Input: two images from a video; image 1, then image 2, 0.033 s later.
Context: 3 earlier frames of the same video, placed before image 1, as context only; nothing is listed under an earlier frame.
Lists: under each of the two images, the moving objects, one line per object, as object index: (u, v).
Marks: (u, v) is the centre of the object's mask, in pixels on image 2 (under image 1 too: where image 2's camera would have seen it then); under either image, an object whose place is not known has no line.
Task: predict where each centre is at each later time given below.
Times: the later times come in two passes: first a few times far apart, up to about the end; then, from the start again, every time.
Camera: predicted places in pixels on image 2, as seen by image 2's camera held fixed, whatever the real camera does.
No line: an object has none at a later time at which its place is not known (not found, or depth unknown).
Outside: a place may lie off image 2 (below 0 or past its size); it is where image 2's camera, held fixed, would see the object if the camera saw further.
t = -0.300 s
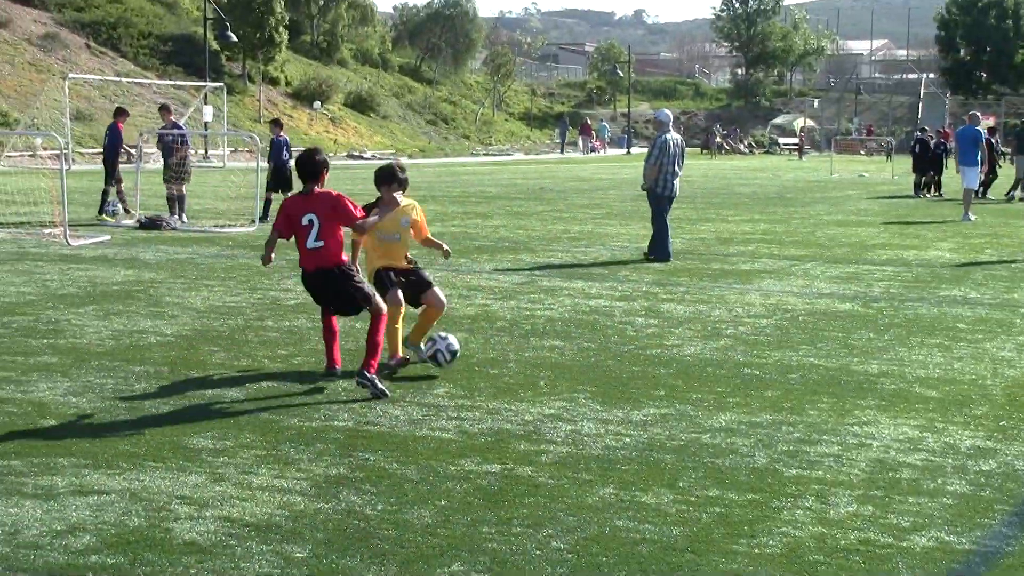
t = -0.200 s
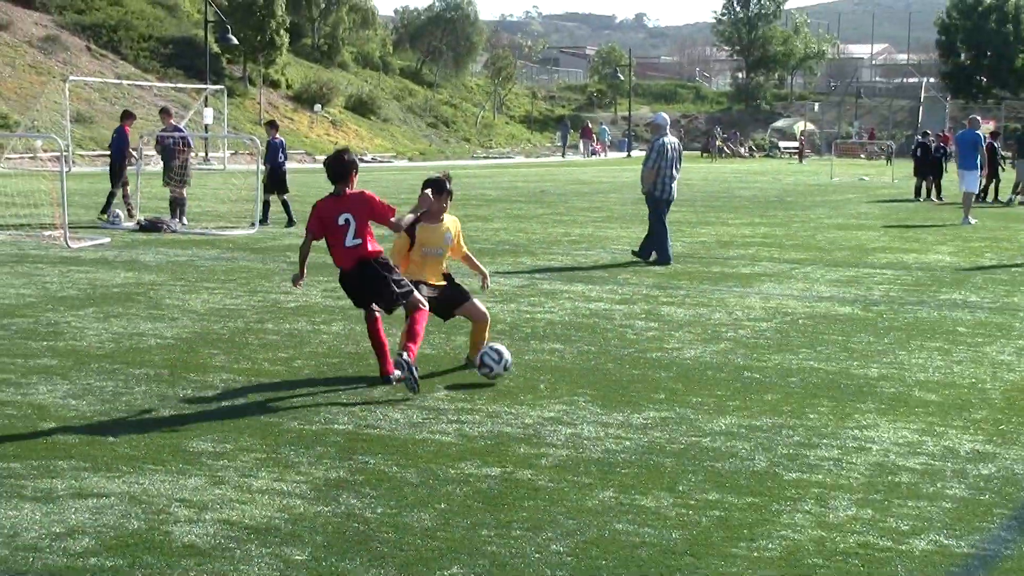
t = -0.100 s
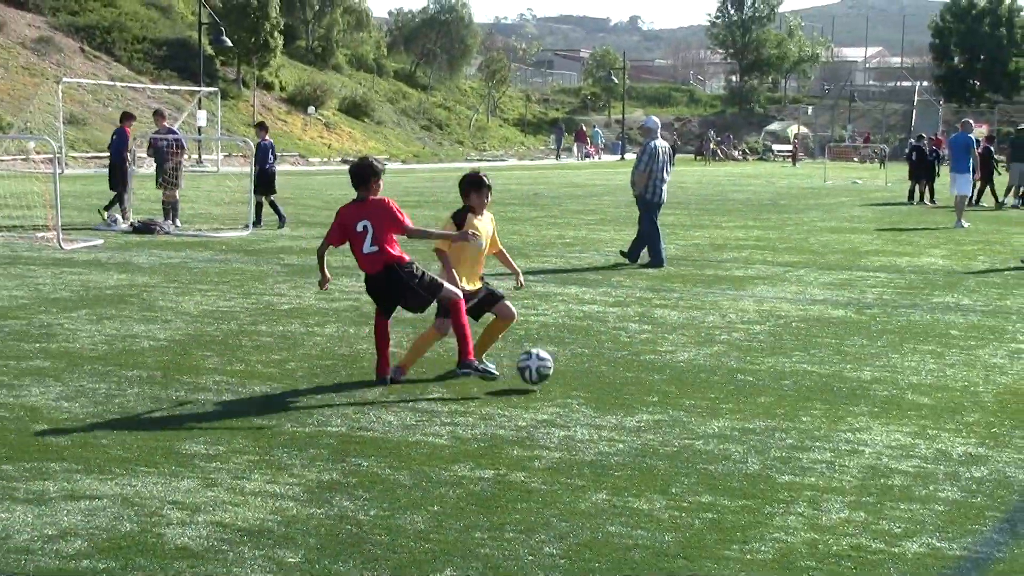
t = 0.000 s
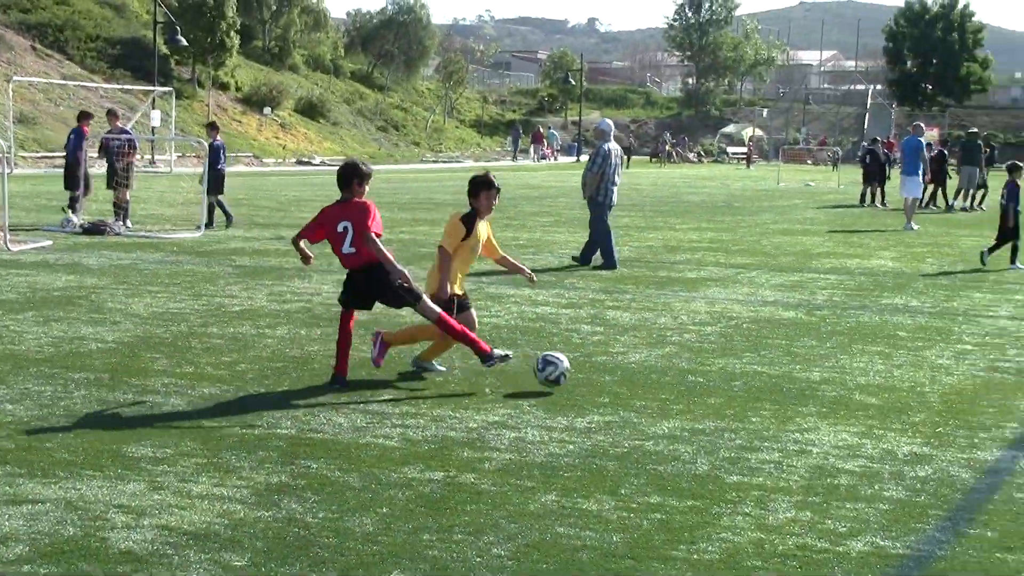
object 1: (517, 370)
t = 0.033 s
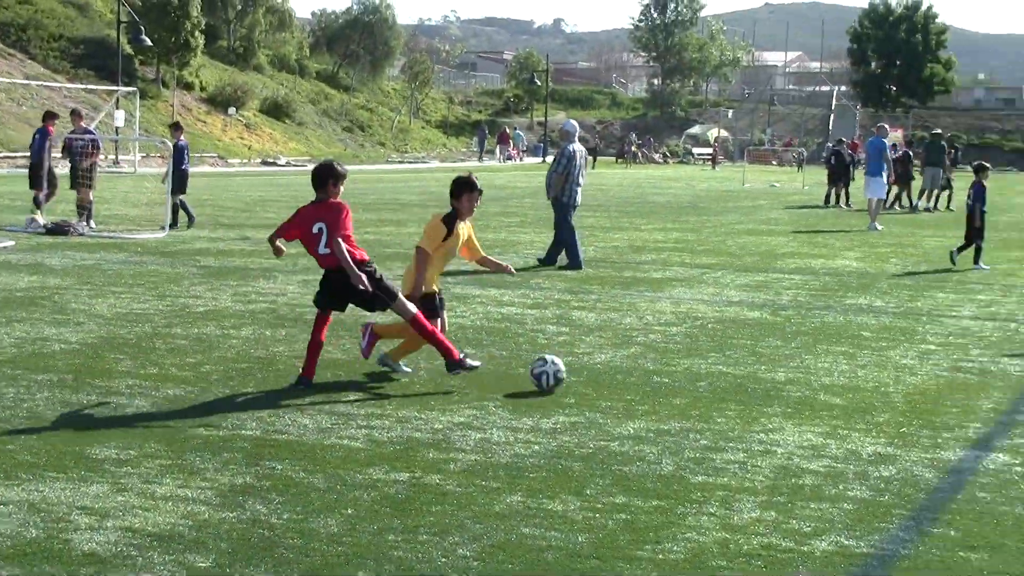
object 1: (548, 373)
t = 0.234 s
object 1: (695, 367)
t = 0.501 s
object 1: (840, 362)
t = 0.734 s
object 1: (961, 364)
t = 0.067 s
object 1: (576, 373)
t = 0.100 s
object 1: (600, 368)
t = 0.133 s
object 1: (624, 365)
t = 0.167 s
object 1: (648, 364)
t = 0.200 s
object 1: (671, 365)
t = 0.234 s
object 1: (695, 367)
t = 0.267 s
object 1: (714, 367)
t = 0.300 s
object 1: (733, 363)
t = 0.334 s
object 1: (751, 361)
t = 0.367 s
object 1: (769, 360)
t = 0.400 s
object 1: (786, 362)
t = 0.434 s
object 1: (804, 365)
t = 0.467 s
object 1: (822, 363)
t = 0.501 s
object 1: (840, 362)
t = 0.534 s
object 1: (859, 362)
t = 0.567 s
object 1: (876, 364)
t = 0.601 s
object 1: (893, 363)
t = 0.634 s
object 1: (910, 361)
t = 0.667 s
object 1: (928, 359)
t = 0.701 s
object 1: (945, 361)
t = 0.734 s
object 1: (961, 364)
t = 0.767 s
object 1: (977, 363)
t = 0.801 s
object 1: (995, 361)
